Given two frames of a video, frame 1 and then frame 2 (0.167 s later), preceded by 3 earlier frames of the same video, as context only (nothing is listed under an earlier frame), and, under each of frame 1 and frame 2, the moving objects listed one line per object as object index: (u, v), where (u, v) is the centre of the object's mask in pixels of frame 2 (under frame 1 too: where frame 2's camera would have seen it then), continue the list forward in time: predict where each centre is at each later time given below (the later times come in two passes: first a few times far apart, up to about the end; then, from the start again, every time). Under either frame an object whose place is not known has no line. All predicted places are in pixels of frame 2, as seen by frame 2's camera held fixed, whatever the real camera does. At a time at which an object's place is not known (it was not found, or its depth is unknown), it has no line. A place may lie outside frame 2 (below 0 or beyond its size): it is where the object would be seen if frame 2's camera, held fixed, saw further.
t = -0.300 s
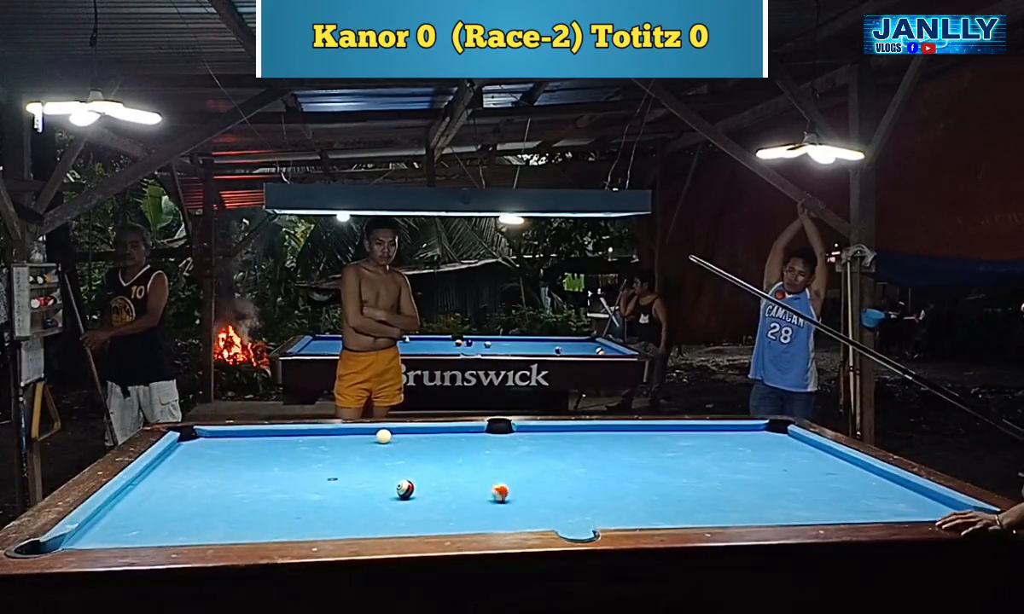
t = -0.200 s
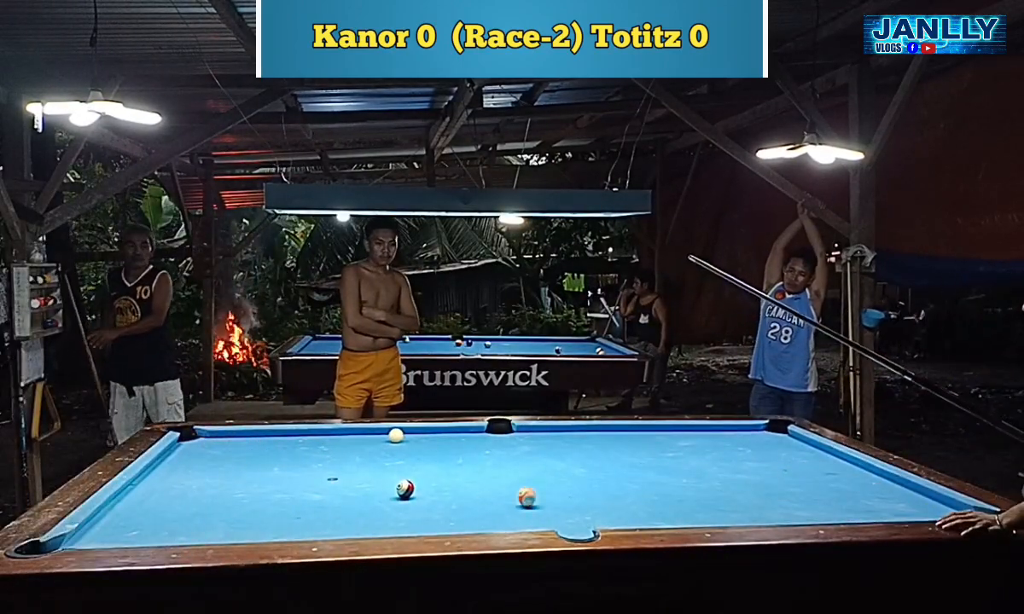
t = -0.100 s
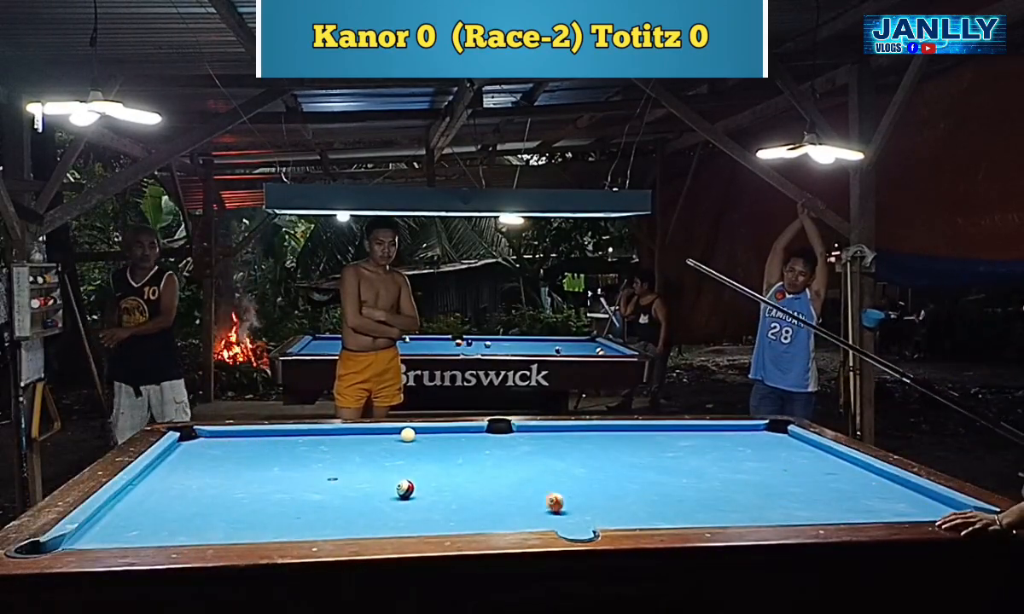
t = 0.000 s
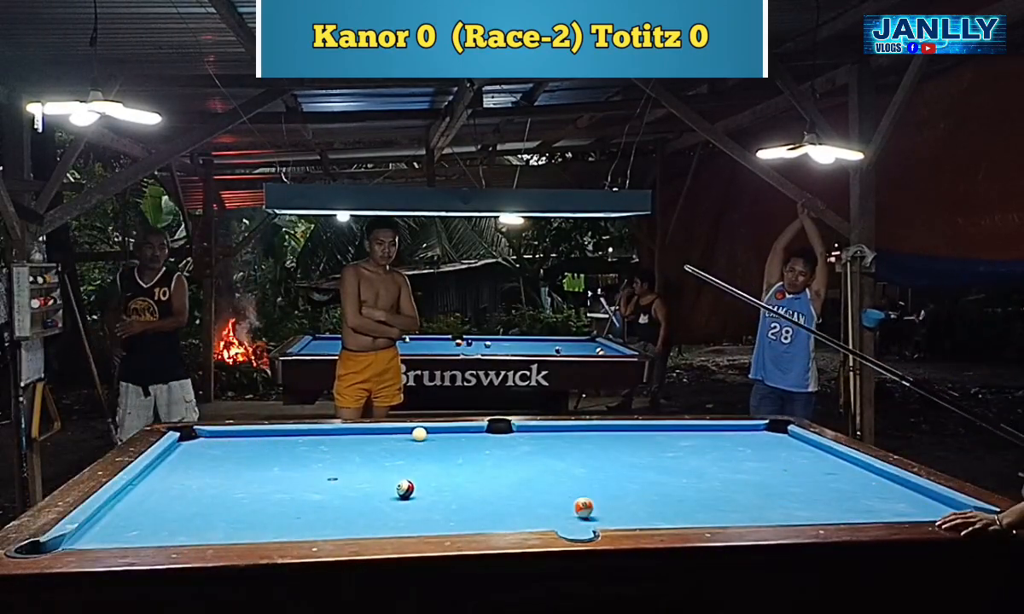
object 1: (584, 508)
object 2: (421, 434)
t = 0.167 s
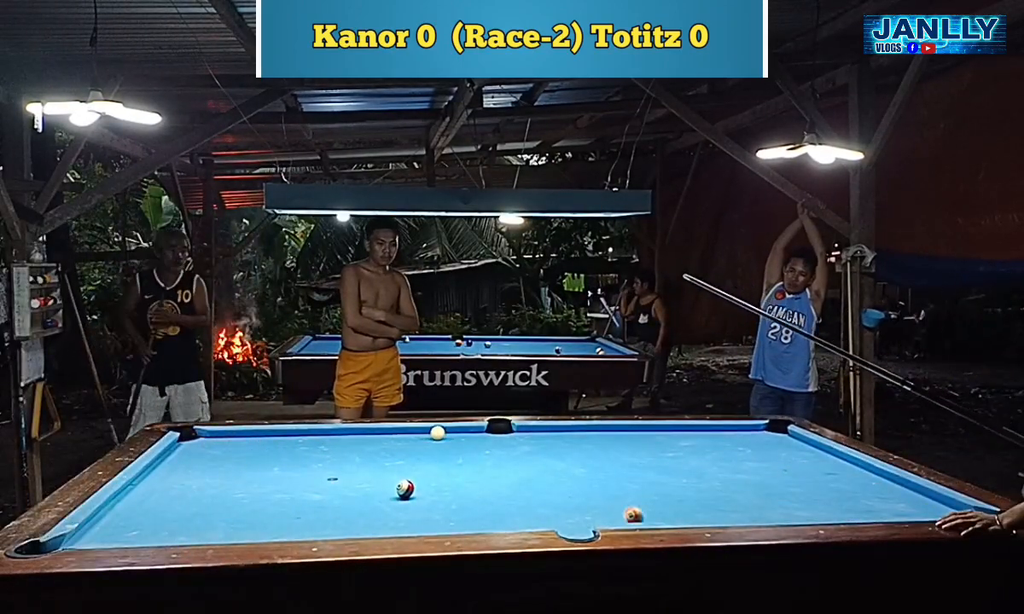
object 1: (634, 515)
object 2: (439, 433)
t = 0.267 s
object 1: (664, 518)
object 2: (448, 432)
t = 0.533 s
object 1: (713, 512)
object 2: (474, 431)
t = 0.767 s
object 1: (751, 505)
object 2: (495, 430)
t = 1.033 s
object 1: (790, 497)
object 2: (519, 429)
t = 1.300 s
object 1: (825, 490)
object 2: (540, 430)
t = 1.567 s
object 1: (855, 483)
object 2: (560, 432)
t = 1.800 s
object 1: (879, 477)
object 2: (576, 434)
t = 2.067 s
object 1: (861, 472)
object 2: (593, 435)
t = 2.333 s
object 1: (832, 467)
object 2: (609, 436)
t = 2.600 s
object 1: (806, 462)
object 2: (624, 438)
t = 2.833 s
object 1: (785, 458)
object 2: (636, 439)
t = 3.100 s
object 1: (764, 454)
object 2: (648, 440)
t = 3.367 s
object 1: (745, 452)
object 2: (659, 441)
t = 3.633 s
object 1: (728, 448)
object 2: (667, 441)
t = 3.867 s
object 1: (714, 446)
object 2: (674, 442)
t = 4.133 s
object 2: (680, 442)
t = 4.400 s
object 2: (680, 442)
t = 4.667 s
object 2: (676, 442)
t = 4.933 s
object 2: (674, 442)
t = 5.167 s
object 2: (674, 442)
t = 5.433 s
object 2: (675, 442)
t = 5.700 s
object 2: (674, 442)
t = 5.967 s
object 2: (674, 442)
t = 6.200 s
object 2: (674, 442)
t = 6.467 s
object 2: (674, 442)
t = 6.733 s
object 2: (675, 442)
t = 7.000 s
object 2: (675, 442)
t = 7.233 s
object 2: (675, 442)
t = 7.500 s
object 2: (675, 442)
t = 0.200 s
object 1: (644, 517)
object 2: (441, 433)
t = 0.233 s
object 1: (655, 518)
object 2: (444, 433)
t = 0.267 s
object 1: (664, 518)
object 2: (448, 432)
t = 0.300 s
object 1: (671, 518)
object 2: (451, 432)
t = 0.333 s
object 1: (676, 517)
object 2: (455, 432)
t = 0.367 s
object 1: (683, 516)
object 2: (458, 432)
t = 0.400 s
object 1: (689, 515)
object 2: (461, 432)
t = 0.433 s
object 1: (696, 514)
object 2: (465, 432)
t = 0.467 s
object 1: (701, 514)
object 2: (468, 431)
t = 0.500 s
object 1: (707, 513)
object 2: (471, 431)
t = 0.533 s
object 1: (713, 512)
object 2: (474, 431)
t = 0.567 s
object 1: (719, 511)
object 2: (477, 431)
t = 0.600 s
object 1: (724, 510)
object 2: (481, 431)
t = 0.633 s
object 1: (730, 509)
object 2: (484, 430)
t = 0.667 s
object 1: (735, 508)
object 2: (487, 430)
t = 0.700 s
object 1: (741, 507)
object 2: (490, 430)
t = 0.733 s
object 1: (746, 506)
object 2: (493, 430)
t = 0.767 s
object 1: (751, 505)
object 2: (495, 430)
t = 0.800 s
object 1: (756, 504)
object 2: (499, 429)
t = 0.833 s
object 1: (761, 503)
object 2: (502, 429)
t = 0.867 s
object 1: (766, 501)
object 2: (504, 429)
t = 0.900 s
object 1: (771, 501)
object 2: (507, 429)
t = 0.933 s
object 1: (776, 499)
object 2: (510, 429)
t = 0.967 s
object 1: (781, 499)
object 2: (513, 429)
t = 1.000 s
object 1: (786, 498)
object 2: (516, 429)
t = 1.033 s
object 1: (790, 497)
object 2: (519, 429)
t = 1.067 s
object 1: (794, 496)
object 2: (521, 429)
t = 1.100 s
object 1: (799, 494)
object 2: (524, 429)
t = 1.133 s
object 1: (803, 494)
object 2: (527, 429)
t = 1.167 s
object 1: (807, 493)
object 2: (529, 429)
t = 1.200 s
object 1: (812, 492)
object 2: (532, 430)
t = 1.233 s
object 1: (816, 491)
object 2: (534, 430)
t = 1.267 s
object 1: (820, 490)
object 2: (537, 430)
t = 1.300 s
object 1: (825, 490)
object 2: (540, 430)
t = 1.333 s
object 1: (828, 489)
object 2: (542, 430)
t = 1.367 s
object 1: (833, 488)
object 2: (545, 430)
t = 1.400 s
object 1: (837, 487)
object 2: (547, 431)
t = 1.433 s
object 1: (840, 486)
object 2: (550, 431)
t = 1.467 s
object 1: (844, 485)
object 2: (552, 431)
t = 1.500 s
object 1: (848, 484)
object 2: (555, 431)
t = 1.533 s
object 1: (851, 483)
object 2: (557, 432)
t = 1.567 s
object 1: (855, 483)
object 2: (560, 432)
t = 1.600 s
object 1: (859, 482)
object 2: (562, 432)
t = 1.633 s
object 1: (862, 481)
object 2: (564, 433)
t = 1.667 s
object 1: (866, 480)
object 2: (567, 433)
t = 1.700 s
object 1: (869, 480)
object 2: (569, 433)
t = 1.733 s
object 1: (873, 478)
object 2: (572, 433)
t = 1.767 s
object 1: (876, 478)
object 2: (574, 433)
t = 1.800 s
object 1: (879, 477)
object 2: (576, 434)
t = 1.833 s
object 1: (882, 476)
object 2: (578, 434)
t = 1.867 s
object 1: (885, 476)
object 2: (580, 434)
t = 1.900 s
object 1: (881, 475)
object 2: (583, 434)
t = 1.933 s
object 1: (877, 475)
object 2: (585, 434)
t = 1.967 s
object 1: (873, 474)
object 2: (587, 434)
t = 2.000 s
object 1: (869, 473)
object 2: (589, 434)
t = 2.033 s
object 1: (865, 472)
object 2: (591, 435)
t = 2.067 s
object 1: (861, 472)
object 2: (593, 435)
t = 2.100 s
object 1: (857, 471)
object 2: (595, 435)
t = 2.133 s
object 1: (854, 470)
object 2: (598, 435)
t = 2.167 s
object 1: (850, 470)
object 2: (600, 436)
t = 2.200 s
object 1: (846, 469)
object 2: (601, 436)
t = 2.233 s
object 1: (843, 468)
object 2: (603, 436)
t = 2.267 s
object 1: (839, 468)
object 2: (605, 436)
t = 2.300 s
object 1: (836, 468)
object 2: (607, 436)
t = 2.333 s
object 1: (832, 467)
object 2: (609, 436)
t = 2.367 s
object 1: (829, 466)
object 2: (611, 437)
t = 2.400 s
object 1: (825, 465)
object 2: (613, 437)
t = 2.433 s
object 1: (822, 465)
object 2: (615, 437)
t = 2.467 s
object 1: (818, 464)
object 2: (617, 437)
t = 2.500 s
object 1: (815, 464)
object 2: (618, 437)
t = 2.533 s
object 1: (812, 463)
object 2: (620, 437)
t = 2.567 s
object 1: (809, 463)
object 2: (622, 438)
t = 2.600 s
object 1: (806, 462)
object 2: (624, 438)
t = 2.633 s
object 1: (802, 462)
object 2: (626, 438)
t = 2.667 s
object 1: (799, 461)
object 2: (627, 438)
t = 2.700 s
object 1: (796, 460)
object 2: (629, 438)
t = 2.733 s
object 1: (793, 460)
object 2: (631, 438)
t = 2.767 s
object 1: (791, 460)
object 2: (632, 439)
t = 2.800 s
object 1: (788, 459)
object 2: (634, 439)
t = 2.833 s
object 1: (785, 458)
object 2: (636, 439)
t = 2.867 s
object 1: (782, 458)
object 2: (637, 439)
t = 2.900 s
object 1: (779, 457)
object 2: (639, 439)
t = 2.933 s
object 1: (776, 457)
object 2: (641, 439)
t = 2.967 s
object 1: (773, 457)
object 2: (642, 439)
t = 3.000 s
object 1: (771, 456)
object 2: (644, 439)
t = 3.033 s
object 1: (769, 456)
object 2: (645, 439)
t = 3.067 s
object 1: (766, 455)
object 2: (647, 440)
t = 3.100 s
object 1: (764, 454)
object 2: (648, 440)
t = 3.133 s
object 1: (761, 454)
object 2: (649, 440)
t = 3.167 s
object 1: (758, 454)
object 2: (651, 440)
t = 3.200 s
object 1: (756, 453)
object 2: (652, 440)
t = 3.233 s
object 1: (753, 453)
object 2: (654, 440)
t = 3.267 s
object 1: (751, 453)
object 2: (655, 440)
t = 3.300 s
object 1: (749, 452)
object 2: (656, 440)
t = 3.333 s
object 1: (747, 452)
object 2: (657, 441)
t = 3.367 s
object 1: (745, 452)
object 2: (659, 441)
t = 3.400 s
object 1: (742, 451)
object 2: (660, 441)
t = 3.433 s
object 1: (740, 450)
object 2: (661, 441)
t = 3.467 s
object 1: (738, 450)
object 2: (662, 441)
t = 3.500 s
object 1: (735, 449)
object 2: (663, 441)
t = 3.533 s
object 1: (733, 449)
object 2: (664, 441)
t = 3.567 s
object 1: (731, 449)
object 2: (665, 441)
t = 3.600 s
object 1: (729, 449)
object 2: (667, 441)
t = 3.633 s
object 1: (728, 448)
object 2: (667, 441)
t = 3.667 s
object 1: (726, 448)
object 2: (668, 441)
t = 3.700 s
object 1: (724, 448)
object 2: (670, 441)
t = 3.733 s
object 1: (722, 447)
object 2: (670, 441)
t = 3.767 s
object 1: (720, 447)
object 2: (672, 442)
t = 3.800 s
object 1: (718, 447)
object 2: (673, 442)
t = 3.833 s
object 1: (716, 446)
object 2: (673, 442)
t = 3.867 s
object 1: (714, 446)
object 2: (674, 442)
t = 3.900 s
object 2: (675, 442)
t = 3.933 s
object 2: (676, 442)
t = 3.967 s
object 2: (677, 442)
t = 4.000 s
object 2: (677, 442)
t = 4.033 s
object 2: (678, 442)
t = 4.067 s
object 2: (678, 442)
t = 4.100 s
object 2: (679, 442)
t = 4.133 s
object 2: (680, 442)
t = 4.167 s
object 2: (681, 442)
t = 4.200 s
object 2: (681, 442)
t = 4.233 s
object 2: (682, 442)
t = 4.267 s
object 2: (682, 442)
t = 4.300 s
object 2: (681, 442)
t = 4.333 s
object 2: (681, 442)
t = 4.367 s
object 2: (680, 442)
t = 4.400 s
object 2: (680, 442)
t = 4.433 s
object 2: (679, 442)
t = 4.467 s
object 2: (679, 442)
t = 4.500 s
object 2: (678, 442)
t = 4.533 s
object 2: (678, 442)
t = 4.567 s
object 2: (677, 442)
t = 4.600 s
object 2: (677, 442)
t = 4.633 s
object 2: (676, 442)
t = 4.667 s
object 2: (676, 442)
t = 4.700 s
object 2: (676, 442)
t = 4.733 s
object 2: (676, 442)
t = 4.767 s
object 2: (675, 442)
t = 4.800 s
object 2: (675, 442)
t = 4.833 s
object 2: (675, 442)
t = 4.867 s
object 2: (675, 442)
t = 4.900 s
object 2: (674, 442)
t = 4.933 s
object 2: (674, 442)
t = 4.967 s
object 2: (674, 442)
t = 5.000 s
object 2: (674, 442)
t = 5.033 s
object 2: (674, 442)
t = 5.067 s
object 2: (674, 442)
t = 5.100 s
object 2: (674, 442)
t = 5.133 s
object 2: (674, 442)
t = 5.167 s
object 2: (674, 442)
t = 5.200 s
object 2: (674, 442)
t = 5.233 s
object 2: (674, 442)
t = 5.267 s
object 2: (674, 442)
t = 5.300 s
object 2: (674, 442)
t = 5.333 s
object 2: (675, 442)
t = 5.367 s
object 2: (675, 442)
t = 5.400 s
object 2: (675, 442)
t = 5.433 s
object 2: (675, 442)
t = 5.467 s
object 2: (675, 442)
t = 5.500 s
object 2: (674, 442)
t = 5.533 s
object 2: (674, 442)
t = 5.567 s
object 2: (674, 442)
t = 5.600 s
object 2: (674, 442)
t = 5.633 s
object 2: (674, 442)
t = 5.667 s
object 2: (674, 442)
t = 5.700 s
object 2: (674, 442)
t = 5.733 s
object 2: (674, 442)
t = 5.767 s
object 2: (674, 442)
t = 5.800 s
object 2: (674, 442)
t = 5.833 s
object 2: (674, 442)
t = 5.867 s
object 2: (674, 442)
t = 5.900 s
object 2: (674, 442)
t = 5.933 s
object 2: (674, 442)
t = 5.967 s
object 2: (674, 442)
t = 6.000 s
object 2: (674, 442)
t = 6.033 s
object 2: (674, 442)
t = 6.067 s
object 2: (674, 442)
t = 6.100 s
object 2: (674, 442)
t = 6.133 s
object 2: (674, 442)
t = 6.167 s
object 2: (674, 442)
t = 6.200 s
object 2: (674, 442)
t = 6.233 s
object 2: (674, 442)
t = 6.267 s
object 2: (674, 442)
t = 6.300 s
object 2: (674, 442)
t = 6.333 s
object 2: (674, 442)
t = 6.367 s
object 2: (674, 442)
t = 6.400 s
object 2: (674, 442)
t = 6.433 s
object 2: (674, 442)
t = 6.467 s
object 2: (674, 442)
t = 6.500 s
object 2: (674, 442)
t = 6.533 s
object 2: (674, 442)
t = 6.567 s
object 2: (675, 442)
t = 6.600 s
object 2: (674, 442)
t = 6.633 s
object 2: (674, 442)
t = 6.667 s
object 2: (675, 442)
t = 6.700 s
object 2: (675, 442)
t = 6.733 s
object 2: (675, 442)
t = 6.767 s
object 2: (675, 442)
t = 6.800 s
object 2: (675, 442)
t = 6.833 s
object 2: (675, 442)
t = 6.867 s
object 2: (675, 442)
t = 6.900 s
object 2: (675, 442)
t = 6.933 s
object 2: (675, 442)
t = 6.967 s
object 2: (675, 442)
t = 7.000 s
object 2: (675, 442)
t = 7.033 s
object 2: (675, 442)
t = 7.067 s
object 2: (675, 442)
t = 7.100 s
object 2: (675, 442)
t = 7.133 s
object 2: (675, 442)
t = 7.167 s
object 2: (675, 442)
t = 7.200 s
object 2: (675, 442)
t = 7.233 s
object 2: (675, 442)
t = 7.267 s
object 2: (675, 442)
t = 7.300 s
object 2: (675, 442)
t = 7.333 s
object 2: (675, 442)
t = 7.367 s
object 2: (675, 442)
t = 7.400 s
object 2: (675, 442)
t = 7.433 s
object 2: (675, 442)
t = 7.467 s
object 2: (675, 442)
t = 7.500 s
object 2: (675, 442)
